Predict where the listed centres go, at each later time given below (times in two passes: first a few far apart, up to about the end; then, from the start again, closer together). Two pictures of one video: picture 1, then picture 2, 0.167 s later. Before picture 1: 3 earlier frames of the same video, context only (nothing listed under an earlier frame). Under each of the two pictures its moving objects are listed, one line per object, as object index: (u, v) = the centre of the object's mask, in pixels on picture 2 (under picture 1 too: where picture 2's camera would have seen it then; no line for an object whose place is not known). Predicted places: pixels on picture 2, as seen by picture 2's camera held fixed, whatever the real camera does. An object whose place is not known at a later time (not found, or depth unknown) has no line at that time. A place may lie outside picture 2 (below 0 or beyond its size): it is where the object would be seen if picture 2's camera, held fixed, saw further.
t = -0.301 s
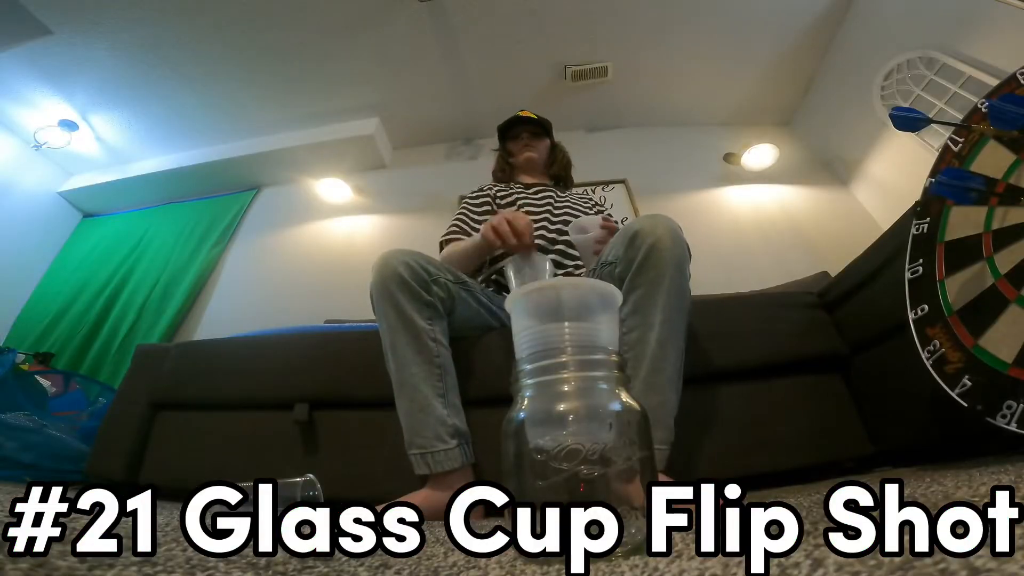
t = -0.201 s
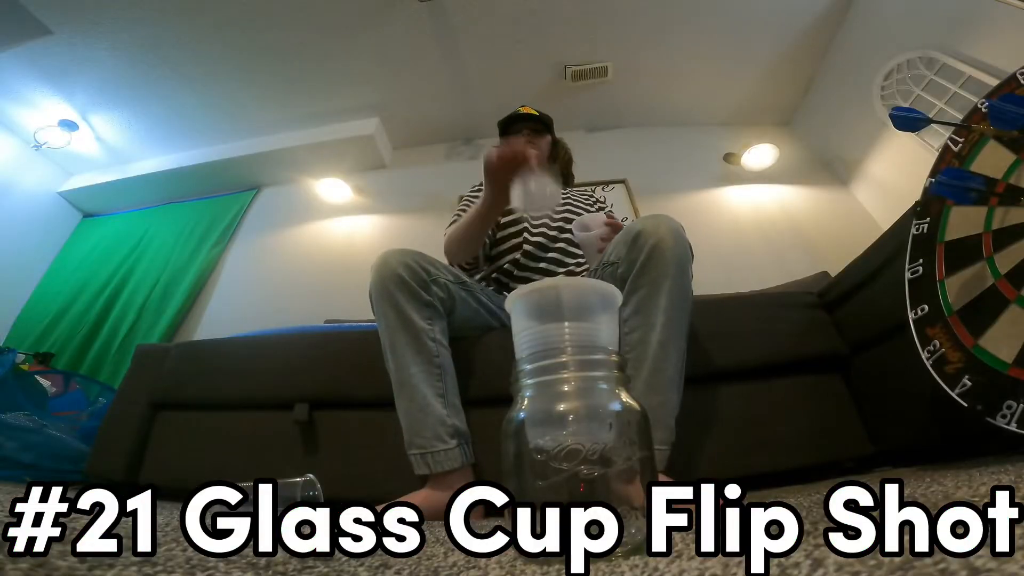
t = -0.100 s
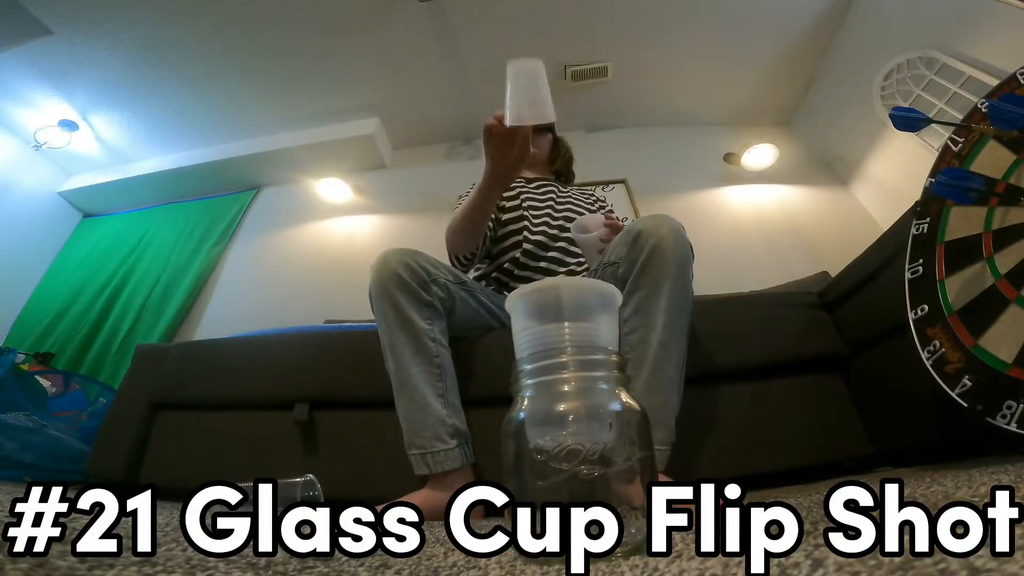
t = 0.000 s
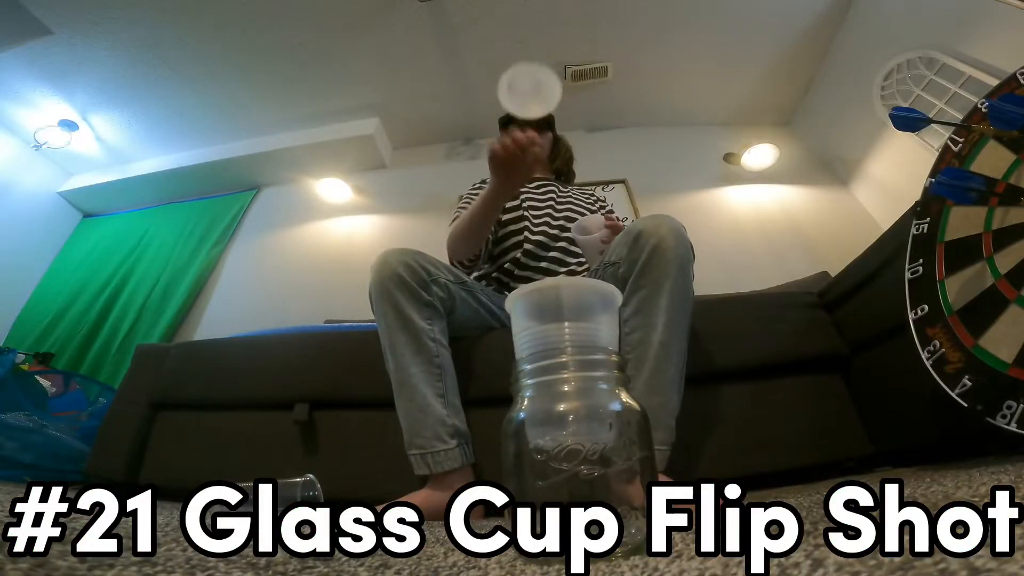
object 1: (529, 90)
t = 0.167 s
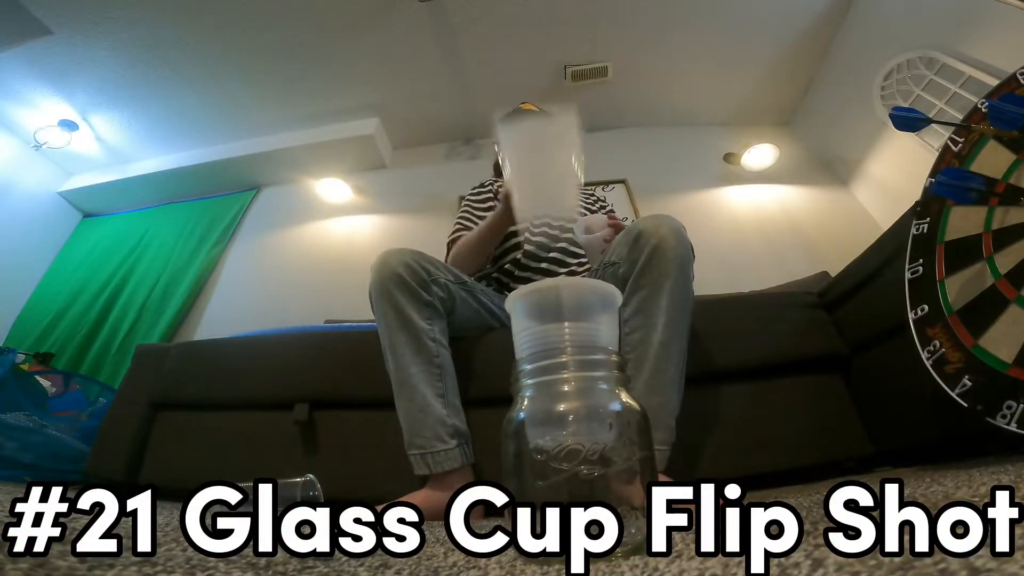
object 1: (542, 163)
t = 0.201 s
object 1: (549, 206)
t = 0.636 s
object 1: (563, 311)
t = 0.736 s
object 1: (563, 311)
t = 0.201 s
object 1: (549, 206)
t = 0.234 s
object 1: (553, 249)
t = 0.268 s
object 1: (560, 304)
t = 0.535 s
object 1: (562, 310)
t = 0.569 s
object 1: (563, 311)
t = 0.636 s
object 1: (563, 311)
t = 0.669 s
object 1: (563, 311)
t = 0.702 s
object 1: (563, 311)
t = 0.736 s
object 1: (563, 311)
